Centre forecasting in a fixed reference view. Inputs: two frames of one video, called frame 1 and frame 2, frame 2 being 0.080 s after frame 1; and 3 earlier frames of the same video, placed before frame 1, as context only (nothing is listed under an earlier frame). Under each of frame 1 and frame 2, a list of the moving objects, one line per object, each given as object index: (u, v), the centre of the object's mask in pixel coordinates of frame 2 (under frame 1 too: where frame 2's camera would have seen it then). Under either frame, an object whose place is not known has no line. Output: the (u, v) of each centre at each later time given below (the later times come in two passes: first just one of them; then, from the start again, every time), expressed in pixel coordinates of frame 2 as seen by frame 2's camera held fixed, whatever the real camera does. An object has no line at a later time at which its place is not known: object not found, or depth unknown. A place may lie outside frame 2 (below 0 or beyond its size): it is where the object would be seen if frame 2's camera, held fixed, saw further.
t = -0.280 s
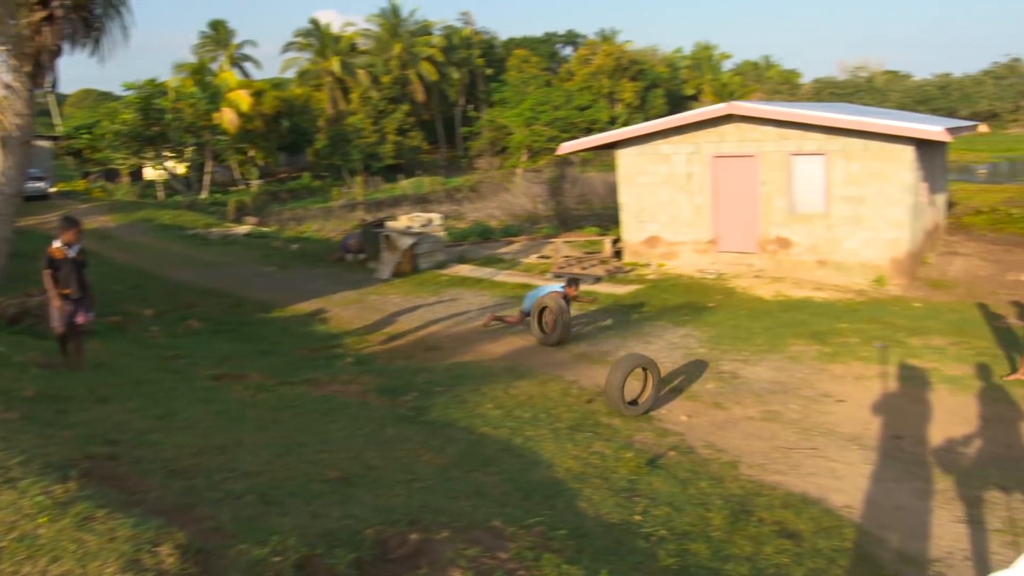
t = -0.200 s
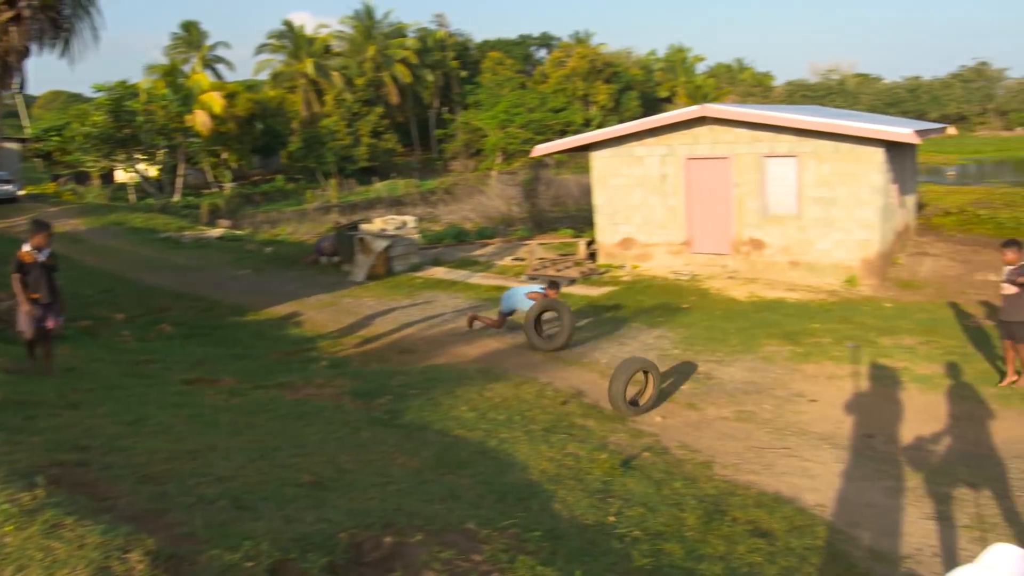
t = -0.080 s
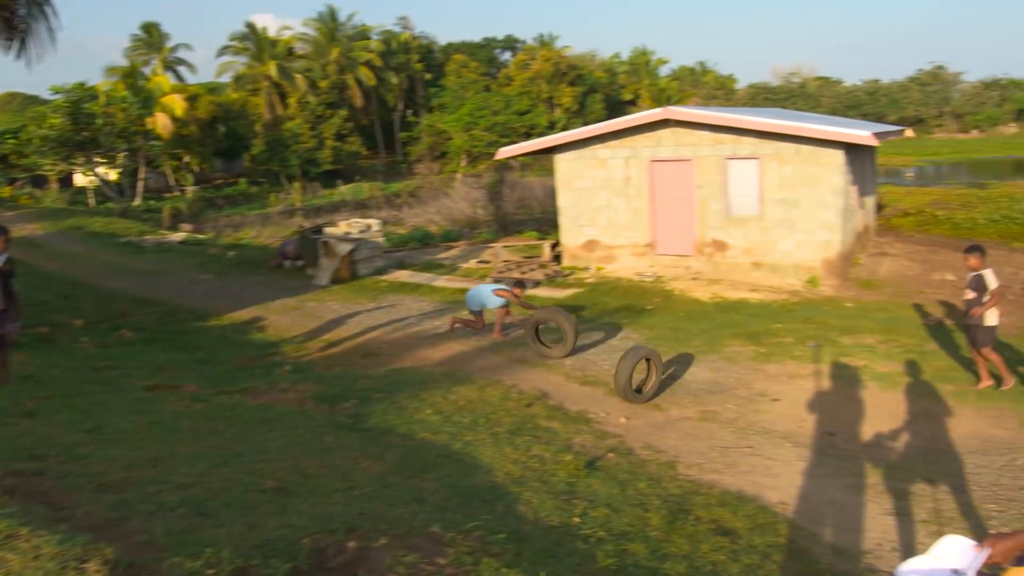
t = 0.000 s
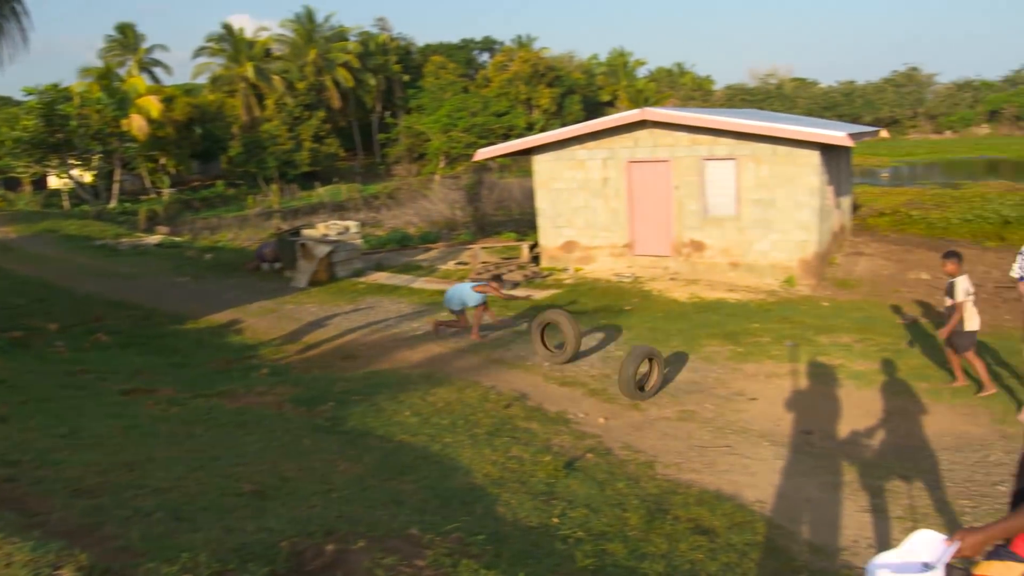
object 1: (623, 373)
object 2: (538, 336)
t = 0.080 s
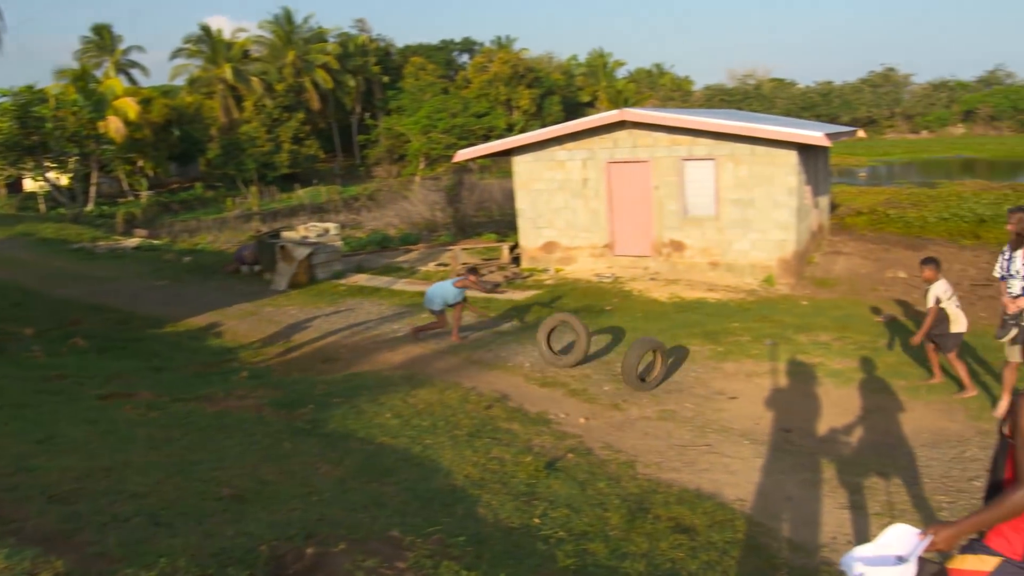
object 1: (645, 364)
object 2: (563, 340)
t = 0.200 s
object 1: (676, 359)
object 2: (603, 347)
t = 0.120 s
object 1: (655, 361)
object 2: (577, 342)
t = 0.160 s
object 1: (666, 360)
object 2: (590, 346)
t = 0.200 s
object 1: (676, 359)
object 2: (603, 347)
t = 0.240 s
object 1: (686, 358)
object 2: (616, 347)
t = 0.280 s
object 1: (695, 353)
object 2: (630, 348)
